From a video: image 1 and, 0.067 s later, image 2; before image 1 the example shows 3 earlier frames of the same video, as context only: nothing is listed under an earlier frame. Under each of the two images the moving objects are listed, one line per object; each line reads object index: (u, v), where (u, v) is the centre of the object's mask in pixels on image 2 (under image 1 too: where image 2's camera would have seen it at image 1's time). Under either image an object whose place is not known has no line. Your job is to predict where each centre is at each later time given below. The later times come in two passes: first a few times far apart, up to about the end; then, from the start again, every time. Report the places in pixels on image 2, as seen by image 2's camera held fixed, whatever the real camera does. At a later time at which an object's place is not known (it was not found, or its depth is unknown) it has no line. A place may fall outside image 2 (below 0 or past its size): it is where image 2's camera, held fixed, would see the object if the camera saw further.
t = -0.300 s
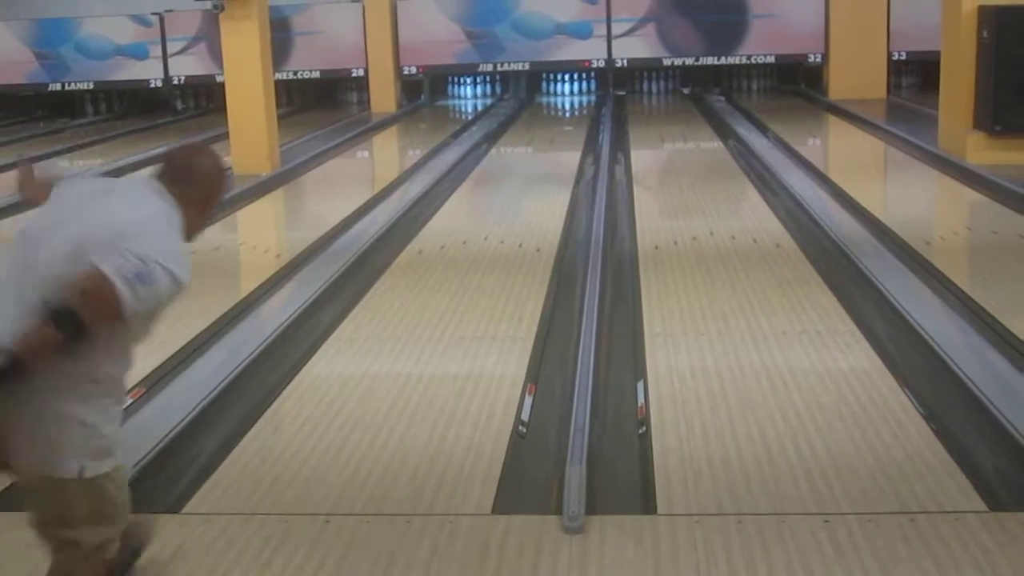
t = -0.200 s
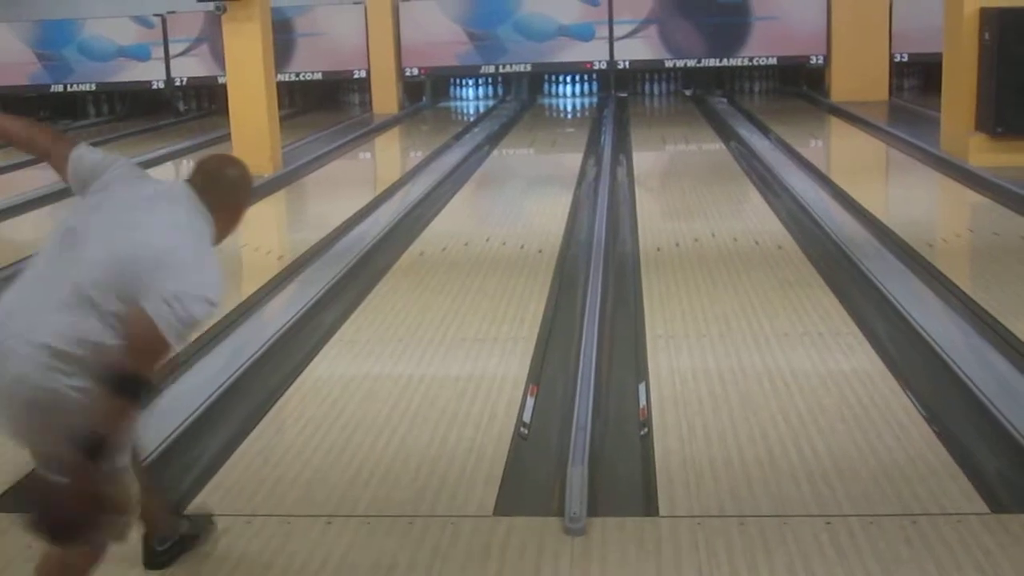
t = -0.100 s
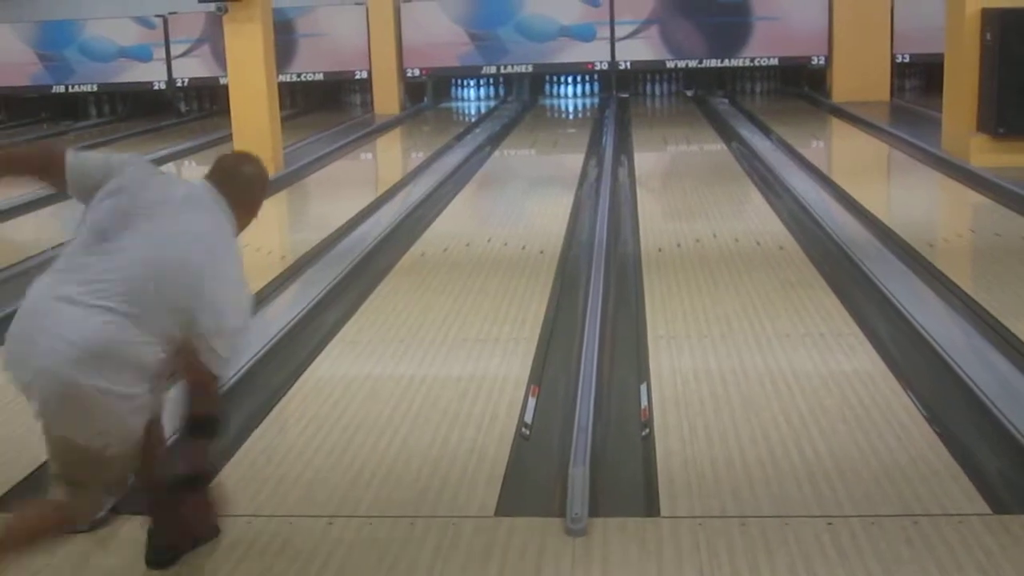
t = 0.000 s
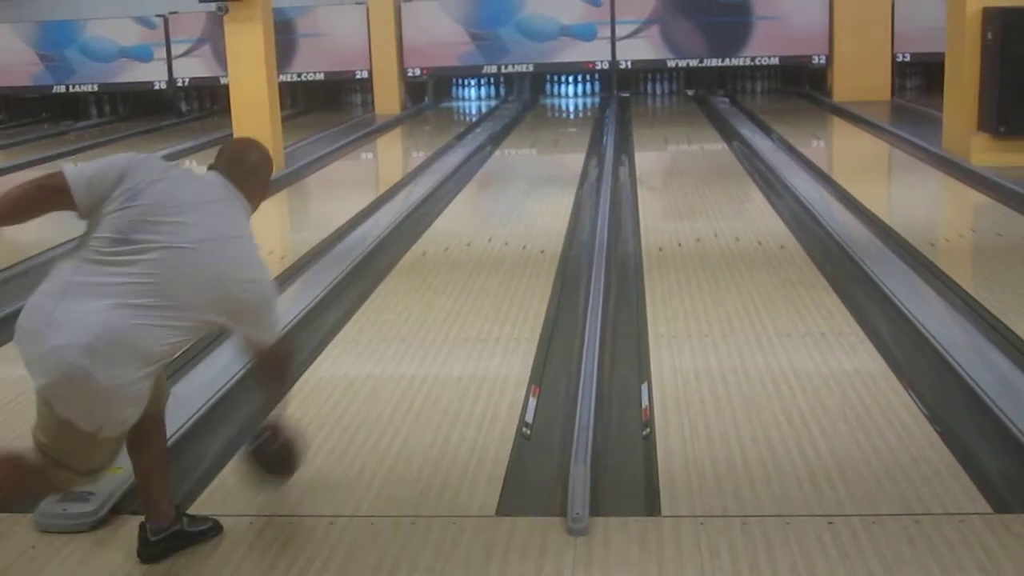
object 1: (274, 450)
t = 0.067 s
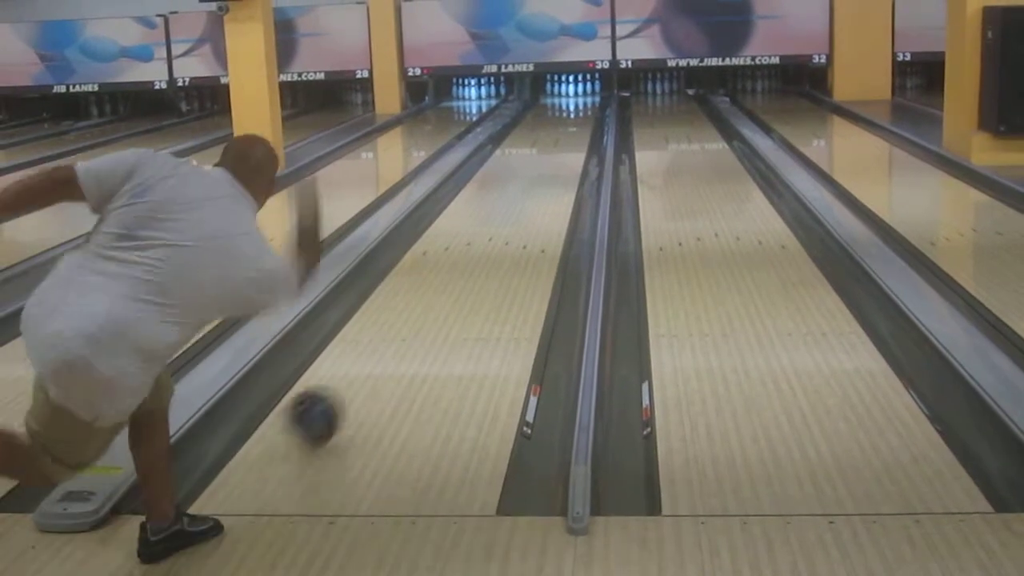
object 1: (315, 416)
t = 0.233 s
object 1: (388, 338)
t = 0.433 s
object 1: (445, 274)
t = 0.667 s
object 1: (488, 224)
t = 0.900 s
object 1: (518, 190)
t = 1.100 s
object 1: (537, 169)
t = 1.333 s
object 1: (553, 149)
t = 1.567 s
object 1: (566, 134)
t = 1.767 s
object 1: (575, 122)
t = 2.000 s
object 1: (581, 111)
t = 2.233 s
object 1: (582, 106)
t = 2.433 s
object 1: (581, 99)
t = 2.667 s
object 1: (579, 94)
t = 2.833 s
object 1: (579, 91)
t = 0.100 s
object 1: (332, 401)
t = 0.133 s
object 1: (347, 384)
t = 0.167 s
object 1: (362, 367)
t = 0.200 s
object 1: (376, 352)
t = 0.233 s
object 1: (388, 338)
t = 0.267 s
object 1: (399, 325)
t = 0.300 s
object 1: (410, 314)
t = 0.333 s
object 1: (420, 302)
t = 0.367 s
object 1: (429, 292)
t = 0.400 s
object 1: (437, 282)
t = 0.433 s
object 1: (445, 274)
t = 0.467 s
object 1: (452, 264)
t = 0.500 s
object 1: (459, 257)
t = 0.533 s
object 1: (465, 250)
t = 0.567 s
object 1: (471, 243)
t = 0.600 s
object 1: (478, 236)
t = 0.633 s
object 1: (483, 229)
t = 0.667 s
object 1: (488, 224)
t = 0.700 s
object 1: (493, 218)
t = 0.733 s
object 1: (498, 213)
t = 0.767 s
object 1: (503, 208)
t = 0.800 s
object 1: (506, 203)
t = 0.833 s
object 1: (511, 199)
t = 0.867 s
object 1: (514, 194)
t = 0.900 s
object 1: (518, 190)
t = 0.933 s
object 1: (522, 186)
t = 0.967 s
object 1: (525, 183)
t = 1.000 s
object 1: (528, 179)
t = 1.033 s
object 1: (531, 175)
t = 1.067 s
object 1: (534, 172)
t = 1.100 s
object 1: (537, 169)
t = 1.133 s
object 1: (540, 165)
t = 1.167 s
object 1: (542, 162)
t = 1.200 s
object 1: (544, 160)
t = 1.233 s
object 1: (547, 157)
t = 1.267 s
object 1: (549, 154)
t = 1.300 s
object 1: (551, 151)
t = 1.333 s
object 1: (553, 149)
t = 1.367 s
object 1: (555, 147)
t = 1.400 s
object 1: (557, 144)
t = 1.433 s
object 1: (560, 141)
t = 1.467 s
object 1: (561, 138)
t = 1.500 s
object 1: (564, 136)
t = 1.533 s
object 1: (565, 136)
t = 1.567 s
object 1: (566, 134)
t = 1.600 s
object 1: (568, 131)
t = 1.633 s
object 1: (570, 129)
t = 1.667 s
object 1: (571, 128)
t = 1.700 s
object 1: (573, 126)
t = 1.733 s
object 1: (573, 125)
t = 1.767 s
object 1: (575, 122)
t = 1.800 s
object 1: (575, 121)
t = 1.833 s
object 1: (576, 120)
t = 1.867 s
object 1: (578, 118)
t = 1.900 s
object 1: (579, 116)
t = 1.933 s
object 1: (579, 115)
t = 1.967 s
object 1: (580, 114)
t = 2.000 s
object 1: (581, 111)
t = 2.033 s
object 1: (583, 110)
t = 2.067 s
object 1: (584, 109)
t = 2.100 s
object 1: (582, 108)
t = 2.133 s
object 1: (583, 108)
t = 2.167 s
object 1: (583, 108)
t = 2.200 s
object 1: (584, 107)
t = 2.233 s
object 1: (582, 106)
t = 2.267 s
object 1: (582, 105)
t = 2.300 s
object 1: (582, 104)
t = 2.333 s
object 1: (583, 104)
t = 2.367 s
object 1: (582, 101)
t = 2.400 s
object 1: (581, 100)
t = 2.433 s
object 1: (581, 99)
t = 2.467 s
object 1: (581, 99)
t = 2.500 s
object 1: (580, 98)
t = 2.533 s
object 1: (580, 97)
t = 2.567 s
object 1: (579, 95)
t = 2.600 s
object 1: (579, 95)
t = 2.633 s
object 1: (579, 95)
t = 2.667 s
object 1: (579, 94)
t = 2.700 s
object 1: (577, 93)
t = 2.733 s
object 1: (577, 93)
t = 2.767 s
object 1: (578, 92)
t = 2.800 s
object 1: (578, 92)
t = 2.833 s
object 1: (579, 91)
